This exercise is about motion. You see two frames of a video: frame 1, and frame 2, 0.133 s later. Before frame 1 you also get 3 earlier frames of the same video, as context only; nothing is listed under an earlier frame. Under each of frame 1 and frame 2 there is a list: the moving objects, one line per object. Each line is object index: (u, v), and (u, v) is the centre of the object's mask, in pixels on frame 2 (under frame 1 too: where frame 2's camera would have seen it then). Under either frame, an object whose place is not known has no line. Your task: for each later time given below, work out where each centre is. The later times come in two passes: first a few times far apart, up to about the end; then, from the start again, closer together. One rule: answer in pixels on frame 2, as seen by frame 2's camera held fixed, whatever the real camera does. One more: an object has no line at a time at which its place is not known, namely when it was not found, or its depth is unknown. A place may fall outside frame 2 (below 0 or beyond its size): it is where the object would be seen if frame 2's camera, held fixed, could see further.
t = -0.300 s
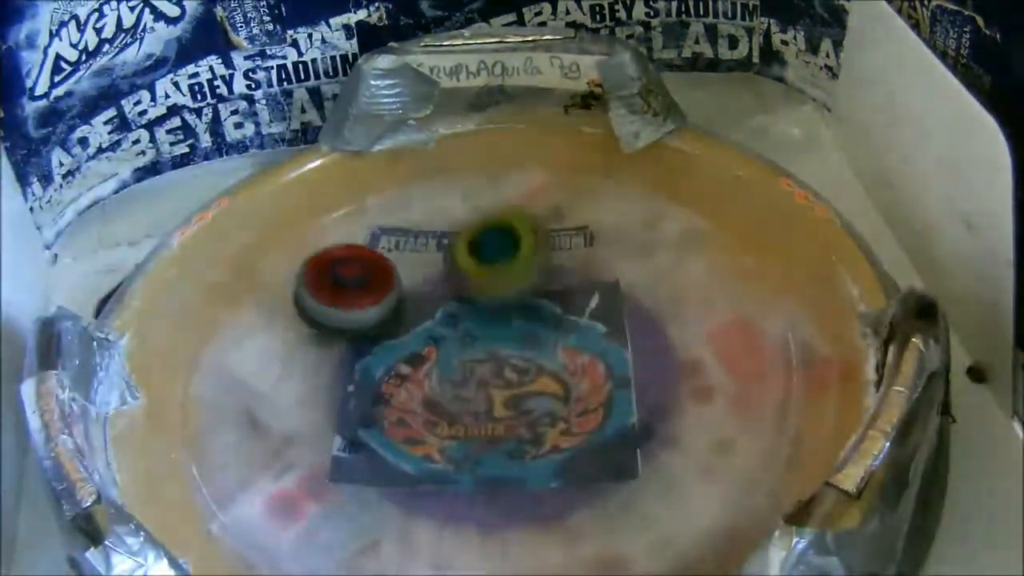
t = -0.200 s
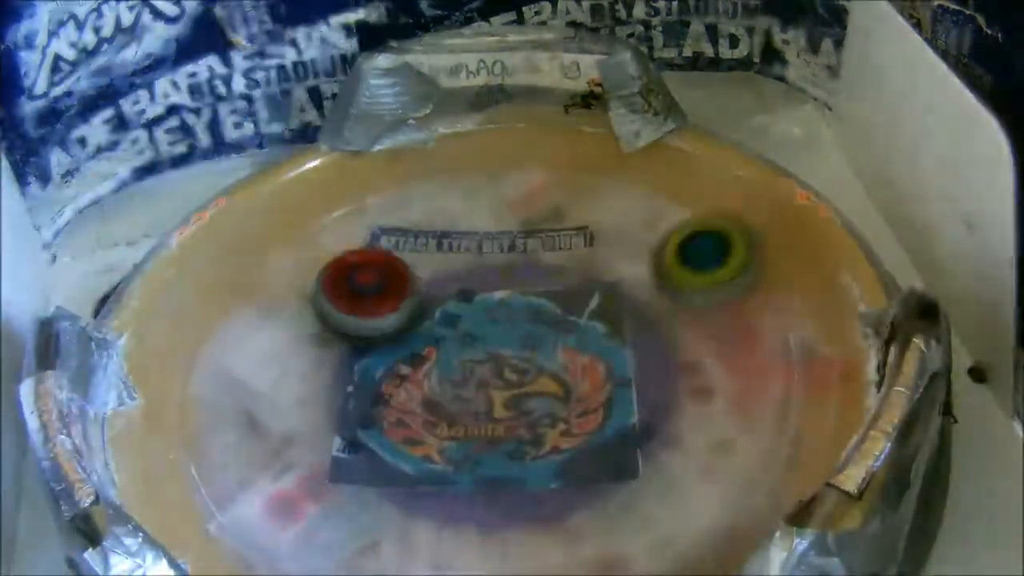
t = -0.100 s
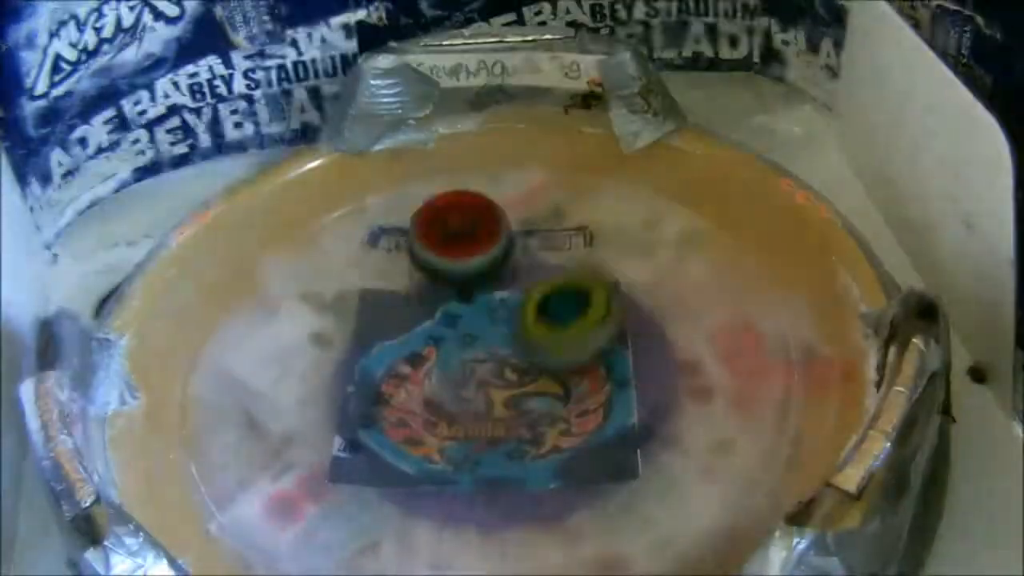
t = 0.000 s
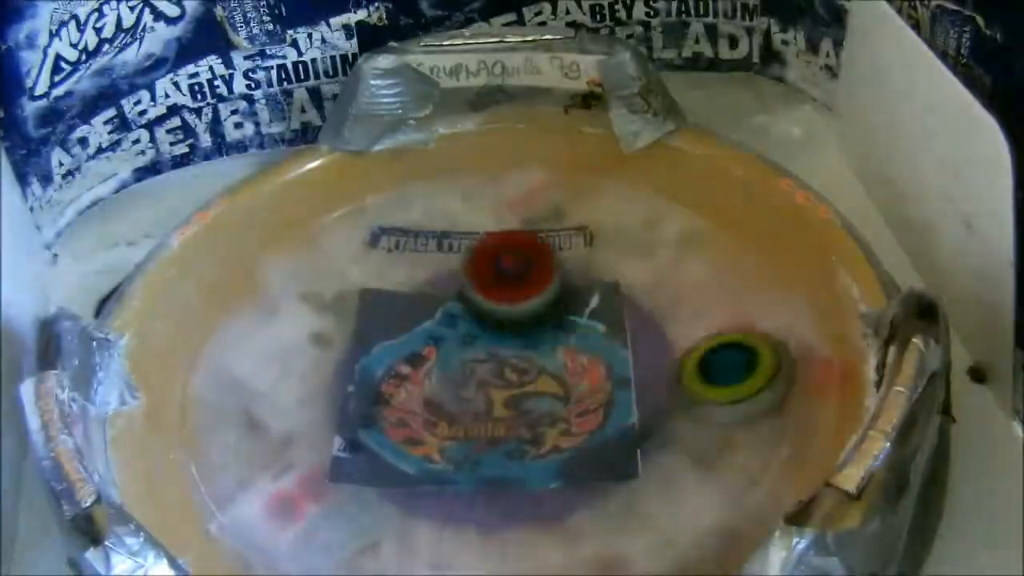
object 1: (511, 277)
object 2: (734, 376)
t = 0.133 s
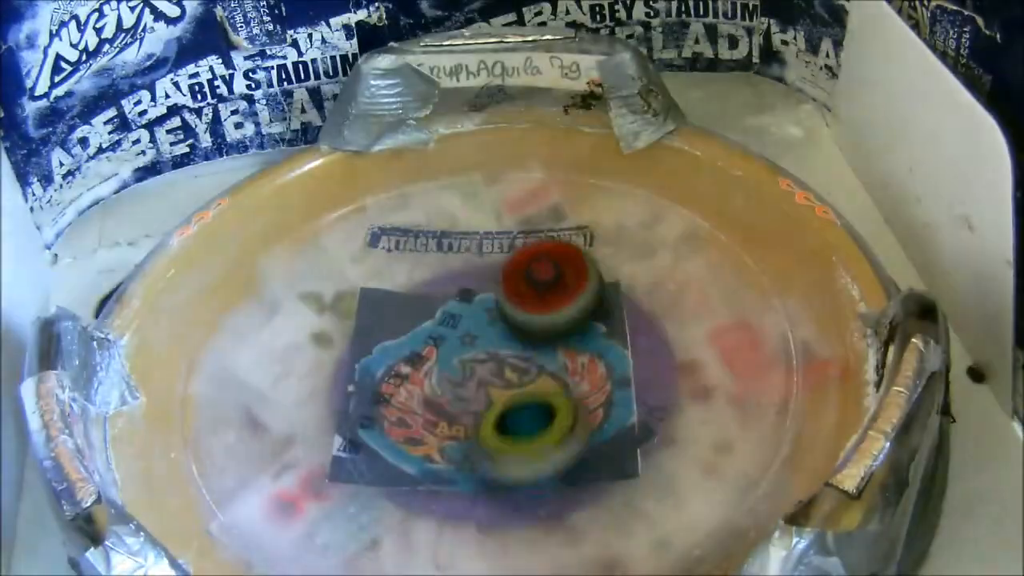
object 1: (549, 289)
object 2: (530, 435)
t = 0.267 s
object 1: (619, 305)
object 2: (593, 533)
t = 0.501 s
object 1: (527, 428)
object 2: (311, 525)
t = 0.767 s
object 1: (389, 414)
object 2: (254, 258)
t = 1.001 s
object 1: (514, 330)
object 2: (408, 297)
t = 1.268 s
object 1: (648, 288)
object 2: (532, 267)
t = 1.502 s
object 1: (667, 377)
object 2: (547, 338)
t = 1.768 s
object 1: (467, 426)
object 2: (583, 384)
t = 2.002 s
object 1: (448, 291)
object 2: (422, 373)
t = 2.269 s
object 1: (573, 308)
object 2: (419, 289)
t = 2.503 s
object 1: (510, 386)
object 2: (582, 296)
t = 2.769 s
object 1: (540, 330)
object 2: (492, 425)
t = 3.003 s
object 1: (389, 378)
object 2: (518, 306)
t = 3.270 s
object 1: (488, 287)
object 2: (547, 361)
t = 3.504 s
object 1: (471, 407)
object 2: (583, 325)
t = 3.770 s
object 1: (542, 374)
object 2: (426, 345)
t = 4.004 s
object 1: (554, 309)
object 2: (435, 344)
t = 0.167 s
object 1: (588, 318)
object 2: (541, 498)
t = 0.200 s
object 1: (638, 318)
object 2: (534, 541)
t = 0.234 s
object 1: (650, 303)
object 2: (562, 550)
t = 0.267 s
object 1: (619, 305)
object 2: (593, 533)
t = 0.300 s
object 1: (586, 345)
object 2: (541, 509)
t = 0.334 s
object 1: (598, 392)
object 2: (494, 502)
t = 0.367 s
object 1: (629, 404)
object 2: (453, 503)
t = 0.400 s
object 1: (647, 393)
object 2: (402, 504)
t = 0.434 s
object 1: (615, 380)
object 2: (332, 504)
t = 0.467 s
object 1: (560, 394)
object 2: (280, 514)
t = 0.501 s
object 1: (527, 428)
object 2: (311, 525)
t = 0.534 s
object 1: (529, 458)
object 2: (320, 499)
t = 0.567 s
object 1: (542, 468)
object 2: (318, 463)
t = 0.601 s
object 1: (543, 448)
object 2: (371, 435)
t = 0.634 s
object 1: (542, 419)
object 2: (418, 386)
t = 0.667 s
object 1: (490, 385)
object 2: (410, 323)
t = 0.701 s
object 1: (424, 379)
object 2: (342, 274)
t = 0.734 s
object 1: (384, 399)
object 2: (269, 253)
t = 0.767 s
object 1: (389, 414)
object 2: (254, 258)
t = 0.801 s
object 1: (429, 403)
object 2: (257, 254)
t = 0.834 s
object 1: (448, 367)
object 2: (269, 239)
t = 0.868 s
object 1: (421, 325)
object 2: (277, 234)
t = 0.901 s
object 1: (361, 305)
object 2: (300, 230)
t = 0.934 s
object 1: (369, 331)
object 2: (310, 238)
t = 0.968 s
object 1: (424, 342)
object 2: (345, 277)
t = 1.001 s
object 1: (514, 330)
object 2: (408, 297)
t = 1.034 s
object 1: (565, 276)
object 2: (452, 288)
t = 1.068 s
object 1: (549, 214)
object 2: (461, 278)
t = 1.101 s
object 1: (484, 198)
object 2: (469, 284)
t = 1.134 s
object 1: (430, 217)
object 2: (506, 317)
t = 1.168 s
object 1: (417, 284)
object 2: (565, 298)
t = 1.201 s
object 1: (491, 343)
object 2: (574, 276)
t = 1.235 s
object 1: (594, 341)
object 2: (558, 257)
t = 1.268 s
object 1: (648, 288)
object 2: (532, 267)
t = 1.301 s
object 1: (626, 245)
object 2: (528, 305)
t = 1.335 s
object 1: (567, 244)
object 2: (546, 348)
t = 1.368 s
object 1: (512, 289)
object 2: (599, 360)
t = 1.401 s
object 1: (514, 356)
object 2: (641, 344)
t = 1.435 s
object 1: (560, 402)
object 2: (648, 317)
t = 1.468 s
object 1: (629, 404)
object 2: (604, 310)
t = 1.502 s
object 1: (667, 377)
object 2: (547, 338)
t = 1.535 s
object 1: (667, 353)
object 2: (507, 377)
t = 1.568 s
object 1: (613, 343)
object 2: (535, 422)
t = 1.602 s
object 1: (563, 327)
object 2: (551, 475)
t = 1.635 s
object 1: (491, 353)
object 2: (582, 490)
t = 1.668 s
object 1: (465, 396)
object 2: (595, 481)
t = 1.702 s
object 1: (478, 427)
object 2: (597, 457)
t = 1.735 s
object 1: (462, 425)
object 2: (622, 425)
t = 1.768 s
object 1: (467, 426)
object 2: (583, 384)
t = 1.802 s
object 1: (447, 424)
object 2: (522, 349)
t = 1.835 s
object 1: (441, 426)
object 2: (447, 341)
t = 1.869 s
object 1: (451, 427)
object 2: (388, 354)
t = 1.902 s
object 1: (488, 415)
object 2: (366, 369)
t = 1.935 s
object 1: (516, 375)
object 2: (369, 384)
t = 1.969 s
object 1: (503, 321)
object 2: (388, 388)
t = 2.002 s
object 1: (448, 291)
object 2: (422, 373)
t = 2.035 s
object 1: (391, 287)
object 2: (447, 365)
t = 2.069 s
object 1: (361, 309)
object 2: (466, 340)
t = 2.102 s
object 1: (352, 329)
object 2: (491, 317)
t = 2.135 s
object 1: (391, 352)
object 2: (478, 286)
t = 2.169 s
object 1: (428, 381)
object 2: (474, 256)
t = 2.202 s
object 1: (497, 372)
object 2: (447, 255)
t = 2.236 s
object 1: (533, 333)
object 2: (437, 278)
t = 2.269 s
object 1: (573, 308)
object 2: (419, 289)
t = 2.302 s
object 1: (564, 280)
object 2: (447, 321)
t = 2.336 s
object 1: (550, 264)
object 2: (478, 351)
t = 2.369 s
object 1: (516, 266)
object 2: (534, 353)
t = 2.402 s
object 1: (491, 292)
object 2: (573, 341)
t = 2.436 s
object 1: (476, 321)
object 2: (605, 324)
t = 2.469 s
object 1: (489, 357)
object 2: (600, 307)
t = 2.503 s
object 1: (510, 386)
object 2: (582, 296)
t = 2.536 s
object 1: (549, 395)
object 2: (550, 306)
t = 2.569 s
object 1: (586, 411)
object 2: (519, 315)
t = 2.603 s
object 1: (619, 409)
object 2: (483, 330)
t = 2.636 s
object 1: (622, 394)
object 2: (475, 365)
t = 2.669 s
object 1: (632, 378)
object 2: (464, 385)
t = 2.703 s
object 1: (619, 355)
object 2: (471, 401)
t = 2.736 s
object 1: (581, 344)
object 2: (489, 413)
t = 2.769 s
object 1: (540, 330)
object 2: (492, 425)
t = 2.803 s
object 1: (481, 339)
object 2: (510, 414)
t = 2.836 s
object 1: (420, 312)
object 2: (554, 448)
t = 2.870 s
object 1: (351, 307)
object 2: (598, 436)
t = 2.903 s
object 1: (313, 329)
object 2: (607, 396)
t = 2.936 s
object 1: (325, 353)
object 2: (577, 357)
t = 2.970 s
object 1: (376, 368)
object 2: (527, 333)
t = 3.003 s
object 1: (389, 378)
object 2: (518, 306)
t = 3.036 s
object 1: (444, 374)
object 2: (474, 289)
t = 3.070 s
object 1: (487, 363)
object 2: (432, 288)
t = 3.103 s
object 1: (515, 335)
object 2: (407, 301)
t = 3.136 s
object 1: (519, 307)
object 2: (407, 322)
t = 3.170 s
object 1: (516, 289)
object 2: (431, 345)
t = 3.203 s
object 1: (508, 278)
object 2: (466, 365)
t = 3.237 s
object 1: (496, 281)
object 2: (509, 365)
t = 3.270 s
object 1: (488, 287)
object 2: (547, 361)
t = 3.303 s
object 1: (483, 299)
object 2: (571, 348)
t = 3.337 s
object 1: (480, 313)
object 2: (585, 337)
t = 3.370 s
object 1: (474, 332)
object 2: (597, 329)
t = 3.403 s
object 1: (463, 351)
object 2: (607, 323)
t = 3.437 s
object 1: (467, 372)
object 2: (601, 321)
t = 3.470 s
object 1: (468, 389)
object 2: (594, 322)
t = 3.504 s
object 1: (471, 407)
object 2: (583, 325)
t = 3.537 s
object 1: (489, 413)
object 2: (562, 333)
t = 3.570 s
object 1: (481, 432)
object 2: (560, 315)
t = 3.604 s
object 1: (498, 425)
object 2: (532, 318)
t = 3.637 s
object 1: (504, 412)
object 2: (498, 322)
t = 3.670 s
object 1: (512, 406)
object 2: (468, 328)
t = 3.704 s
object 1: (522, 402)
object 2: (445, 331)
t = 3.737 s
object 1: (538, 392)
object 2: (427, 335)
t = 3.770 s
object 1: (542, 374)
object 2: (426, 345)
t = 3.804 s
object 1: (560, 359)
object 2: (415, 342)
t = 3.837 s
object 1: (560, 341)
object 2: (417, 344)
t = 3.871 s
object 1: (544, 326)
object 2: (430, 342)
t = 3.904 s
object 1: (557, 314)
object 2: (419, 340)
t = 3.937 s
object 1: (551, 307)
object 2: (423, 341)
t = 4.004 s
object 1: (554, 309)
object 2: (435, 344)
